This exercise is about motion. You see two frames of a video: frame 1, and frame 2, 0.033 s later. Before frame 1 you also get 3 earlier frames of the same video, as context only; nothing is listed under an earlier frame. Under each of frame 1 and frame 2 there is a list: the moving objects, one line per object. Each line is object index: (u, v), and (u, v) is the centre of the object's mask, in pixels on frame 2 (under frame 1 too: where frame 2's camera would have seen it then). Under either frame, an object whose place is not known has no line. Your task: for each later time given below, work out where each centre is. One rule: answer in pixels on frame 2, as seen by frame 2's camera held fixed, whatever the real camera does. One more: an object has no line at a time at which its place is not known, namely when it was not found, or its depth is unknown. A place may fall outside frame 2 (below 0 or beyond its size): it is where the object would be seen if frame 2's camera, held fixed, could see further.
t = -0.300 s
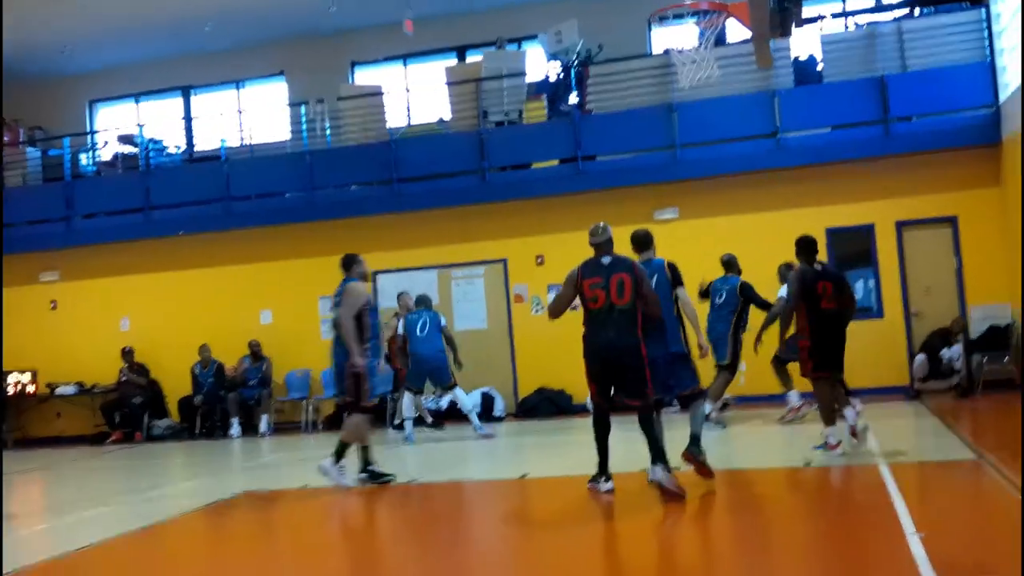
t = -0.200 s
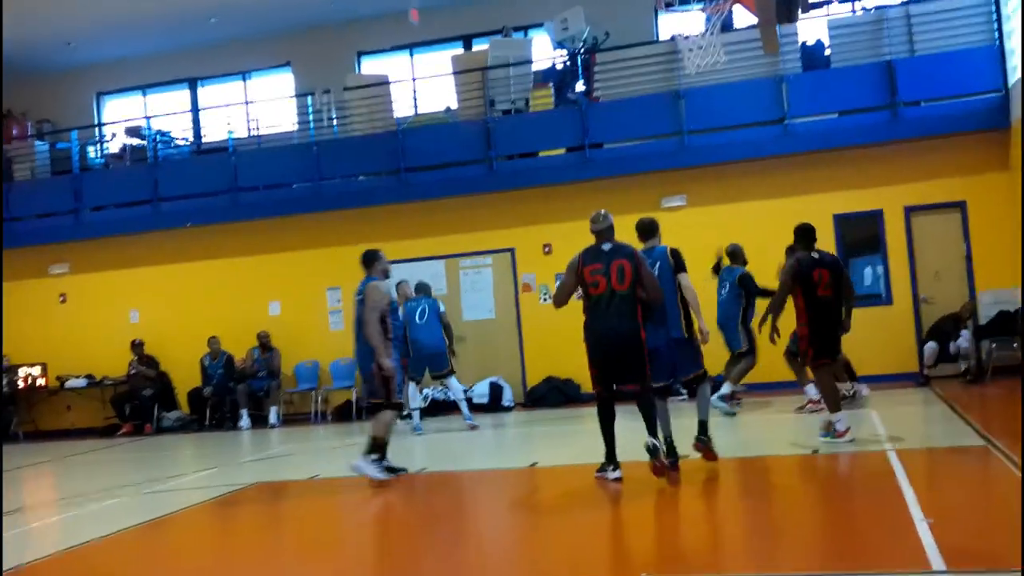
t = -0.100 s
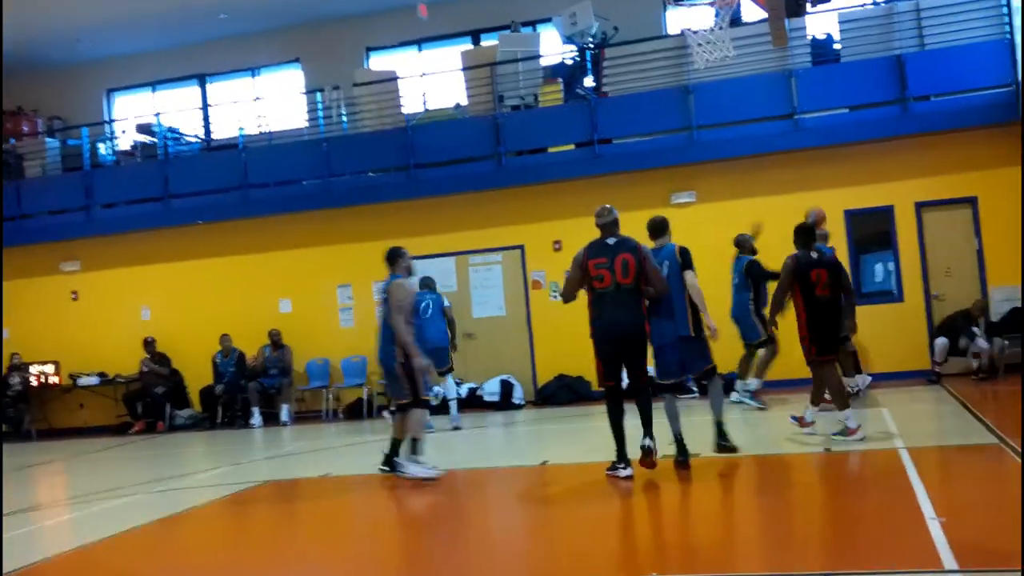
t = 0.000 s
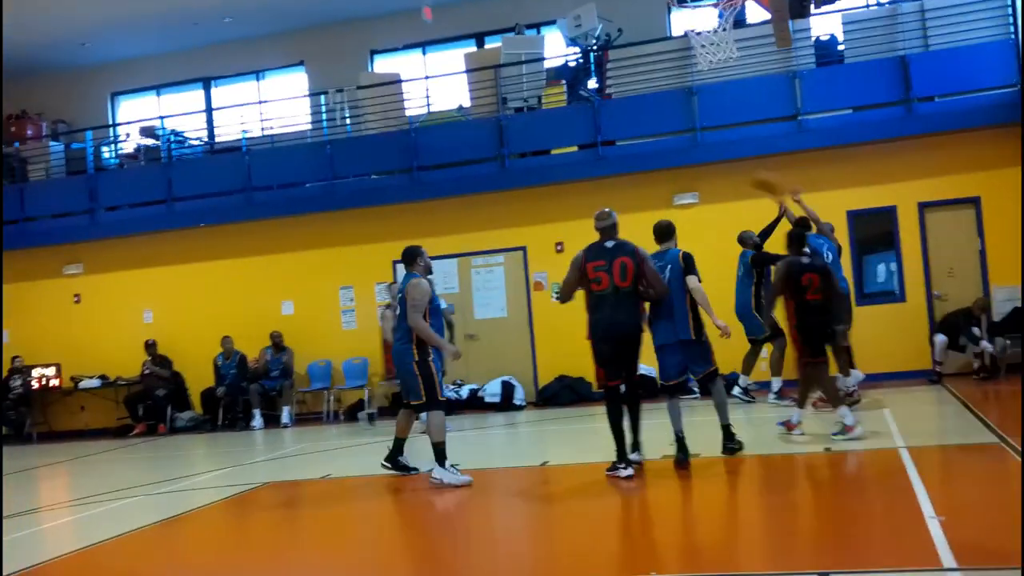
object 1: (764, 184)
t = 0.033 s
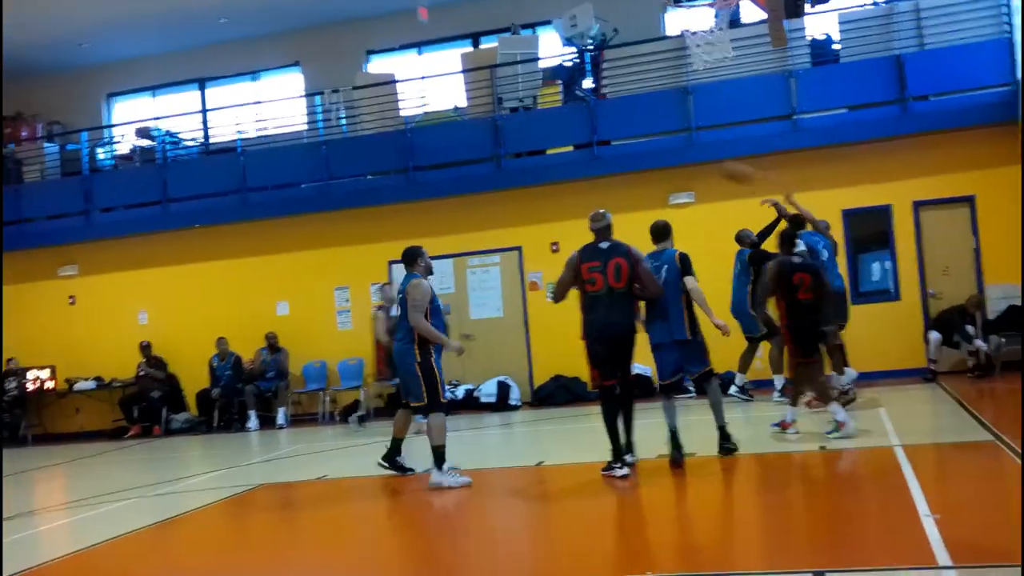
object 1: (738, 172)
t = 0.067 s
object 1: (713, 165)
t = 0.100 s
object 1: (688, 157)
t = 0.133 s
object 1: (661, 153)
